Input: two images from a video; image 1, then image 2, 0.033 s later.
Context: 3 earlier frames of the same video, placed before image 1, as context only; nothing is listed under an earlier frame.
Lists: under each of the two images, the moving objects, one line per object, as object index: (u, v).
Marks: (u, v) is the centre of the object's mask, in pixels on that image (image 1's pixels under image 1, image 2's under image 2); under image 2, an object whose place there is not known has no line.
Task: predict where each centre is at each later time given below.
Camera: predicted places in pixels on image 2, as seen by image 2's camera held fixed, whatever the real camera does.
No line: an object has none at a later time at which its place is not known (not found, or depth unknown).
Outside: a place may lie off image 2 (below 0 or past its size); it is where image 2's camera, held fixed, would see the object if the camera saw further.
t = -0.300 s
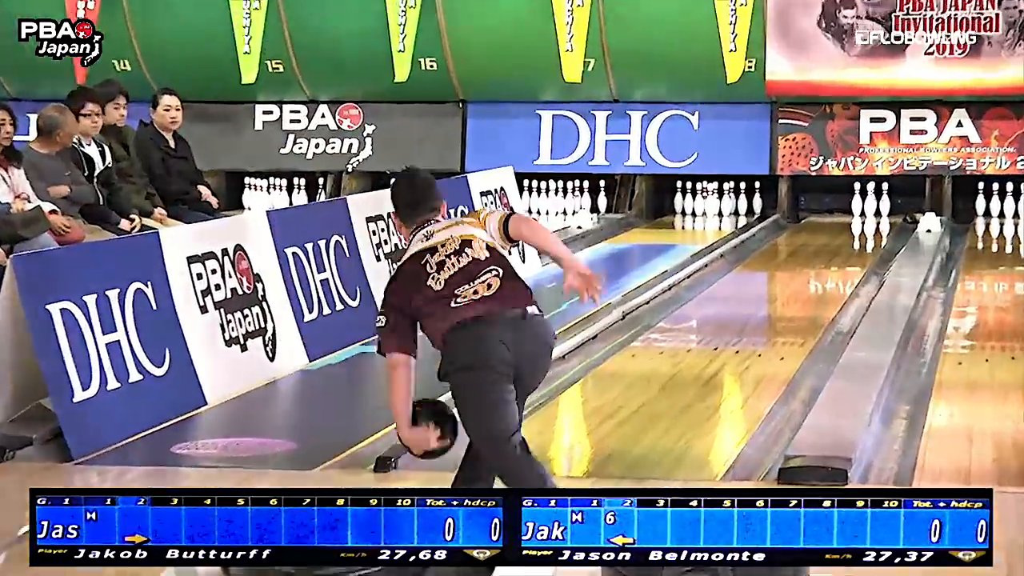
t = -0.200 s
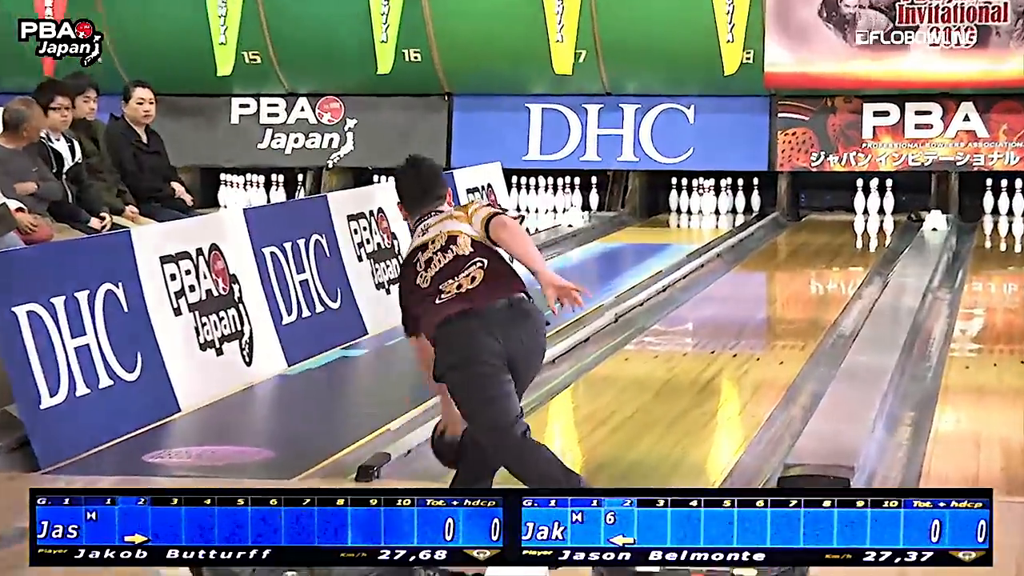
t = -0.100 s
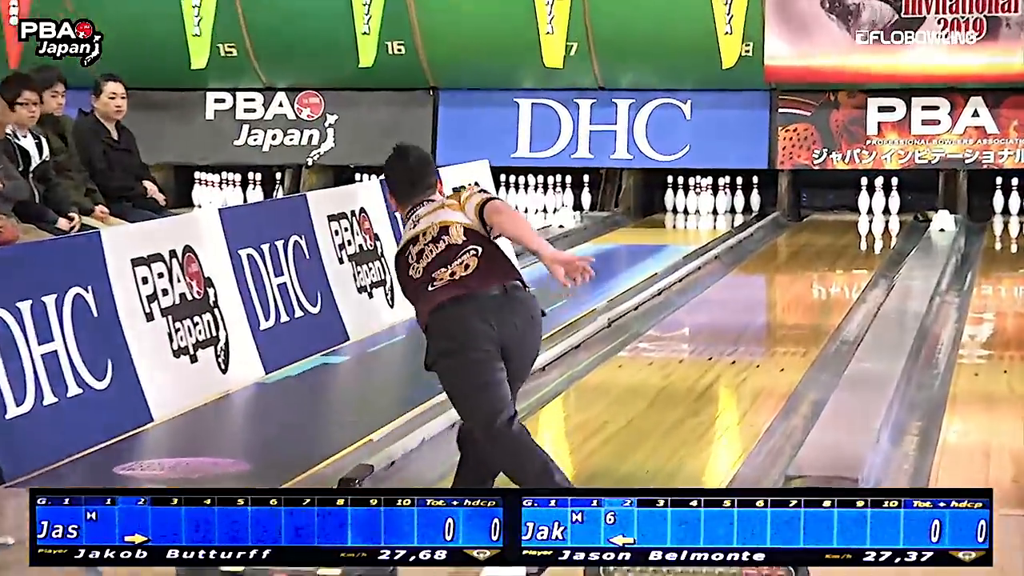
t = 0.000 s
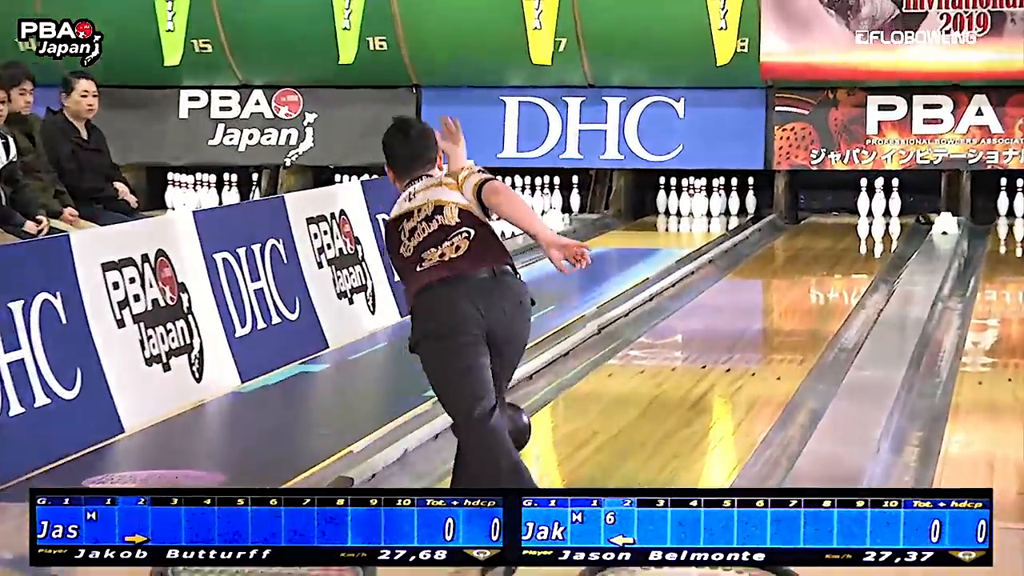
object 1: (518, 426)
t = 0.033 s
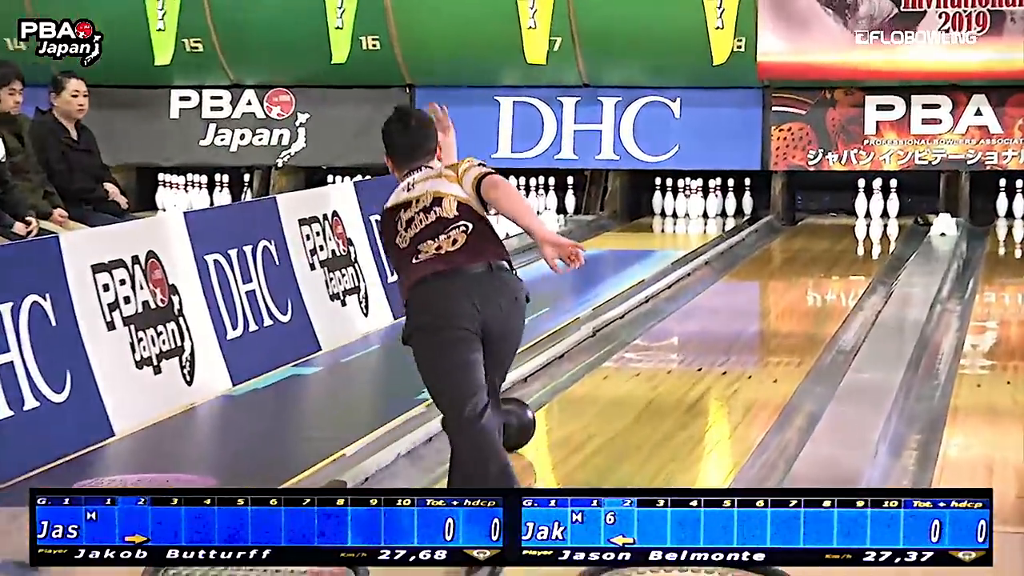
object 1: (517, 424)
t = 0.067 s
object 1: (523, 415)
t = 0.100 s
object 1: (530, 408)
